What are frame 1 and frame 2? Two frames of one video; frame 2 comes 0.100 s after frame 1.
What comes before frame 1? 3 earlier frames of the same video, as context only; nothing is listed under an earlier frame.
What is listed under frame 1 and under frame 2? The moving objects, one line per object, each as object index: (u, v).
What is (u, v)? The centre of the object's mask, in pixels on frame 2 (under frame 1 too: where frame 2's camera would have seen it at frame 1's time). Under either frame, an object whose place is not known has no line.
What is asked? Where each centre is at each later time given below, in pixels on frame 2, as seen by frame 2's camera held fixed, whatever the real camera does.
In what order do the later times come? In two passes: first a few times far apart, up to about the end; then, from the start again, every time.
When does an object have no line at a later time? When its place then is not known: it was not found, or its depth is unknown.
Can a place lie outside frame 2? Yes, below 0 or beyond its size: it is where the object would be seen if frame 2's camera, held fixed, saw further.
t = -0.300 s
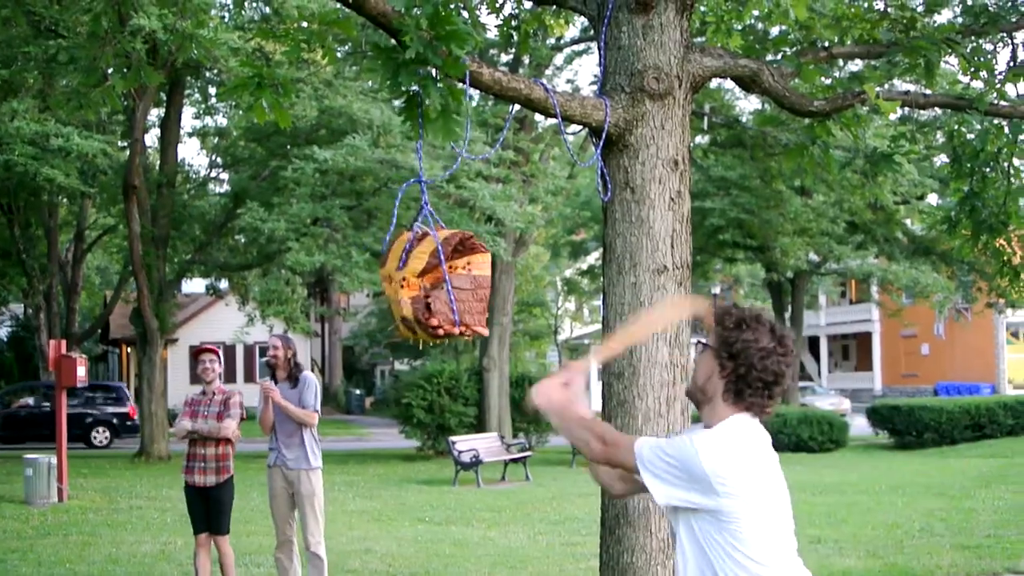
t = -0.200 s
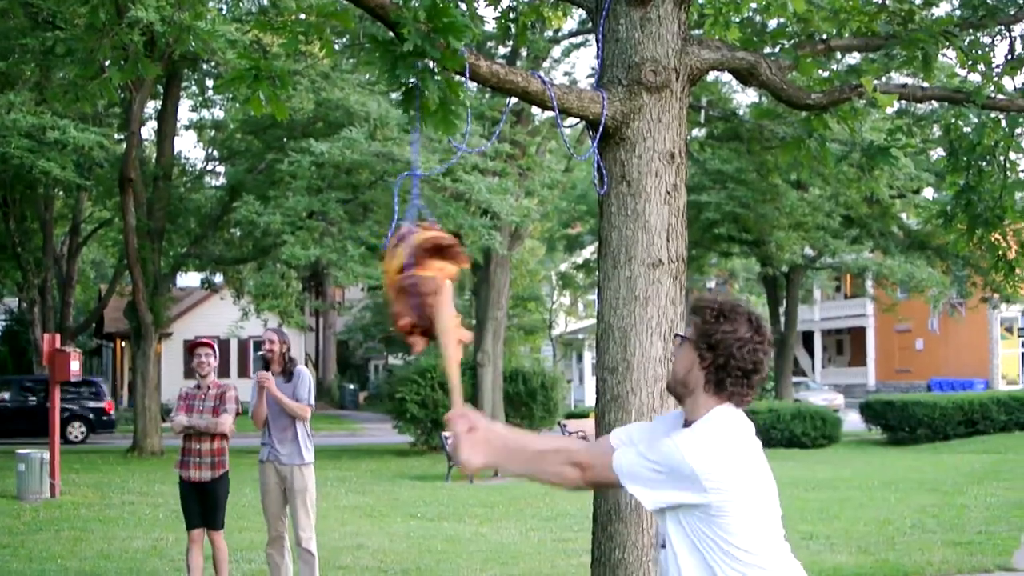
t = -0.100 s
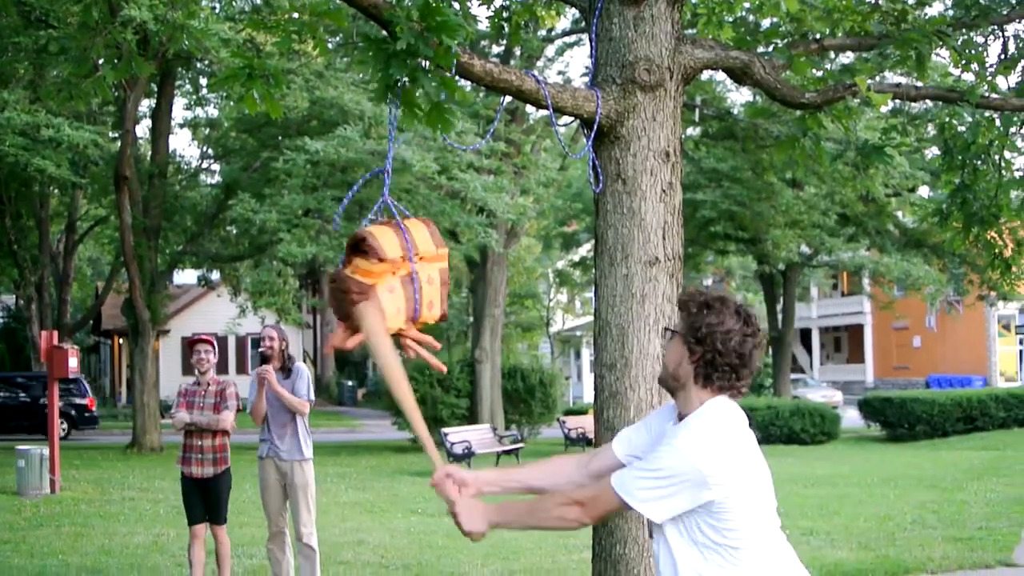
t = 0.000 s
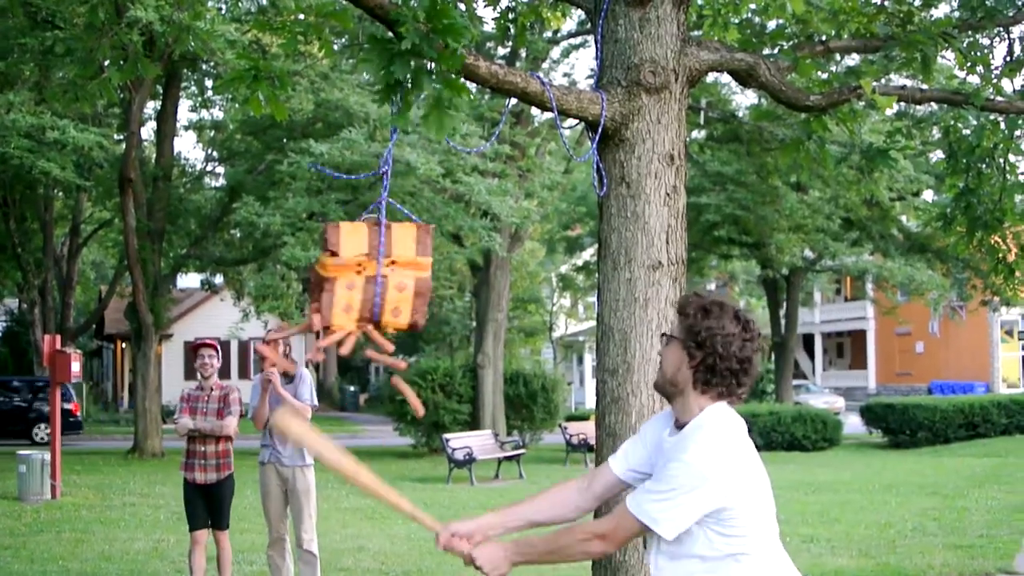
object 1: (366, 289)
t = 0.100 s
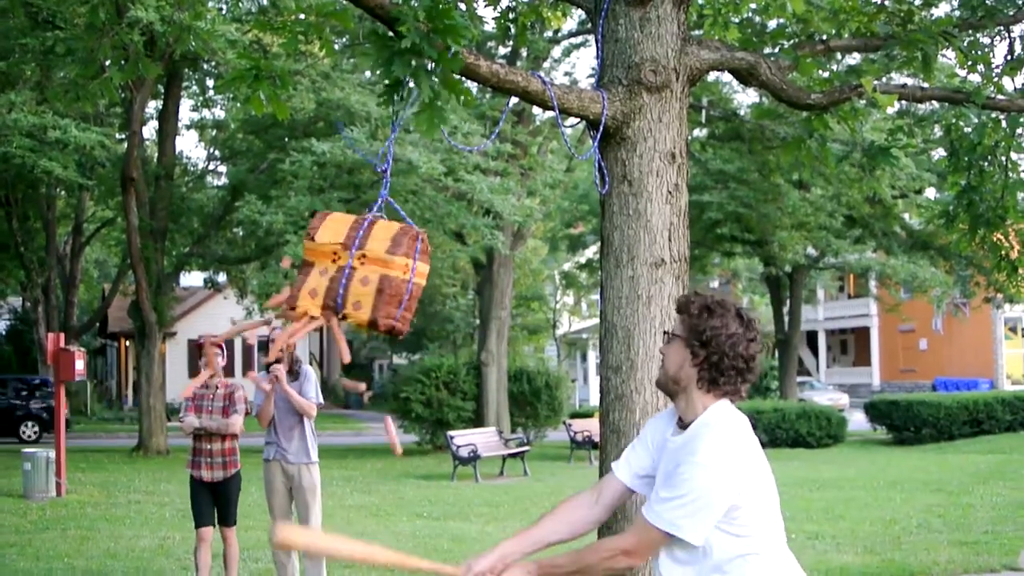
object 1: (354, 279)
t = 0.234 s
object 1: (337, 272)
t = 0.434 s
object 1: (309, 274)
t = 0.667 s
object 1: (302, 284)
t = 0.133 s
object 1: (343, 282)
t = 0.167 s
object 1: (341, 277)
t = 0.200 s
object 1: (334, 277)
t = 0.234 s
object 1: (337, 272)
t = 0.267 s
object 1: (333, 275)
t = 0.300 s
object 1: (324, 273)
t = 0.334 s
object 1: (322, 275)
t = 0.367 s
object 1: (319, 274)
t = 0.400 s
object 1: (314, 274)
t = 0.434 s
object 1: (309, 274)
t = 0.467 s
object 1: (306, 266)
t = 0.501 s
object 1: (302, 271)
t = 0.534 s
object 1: (301, 272)
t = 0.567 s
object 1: (301, 270)
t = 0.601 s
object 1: (299, 256)
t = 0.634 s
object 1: (299, 253)
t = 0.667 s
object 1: (302, 284)
